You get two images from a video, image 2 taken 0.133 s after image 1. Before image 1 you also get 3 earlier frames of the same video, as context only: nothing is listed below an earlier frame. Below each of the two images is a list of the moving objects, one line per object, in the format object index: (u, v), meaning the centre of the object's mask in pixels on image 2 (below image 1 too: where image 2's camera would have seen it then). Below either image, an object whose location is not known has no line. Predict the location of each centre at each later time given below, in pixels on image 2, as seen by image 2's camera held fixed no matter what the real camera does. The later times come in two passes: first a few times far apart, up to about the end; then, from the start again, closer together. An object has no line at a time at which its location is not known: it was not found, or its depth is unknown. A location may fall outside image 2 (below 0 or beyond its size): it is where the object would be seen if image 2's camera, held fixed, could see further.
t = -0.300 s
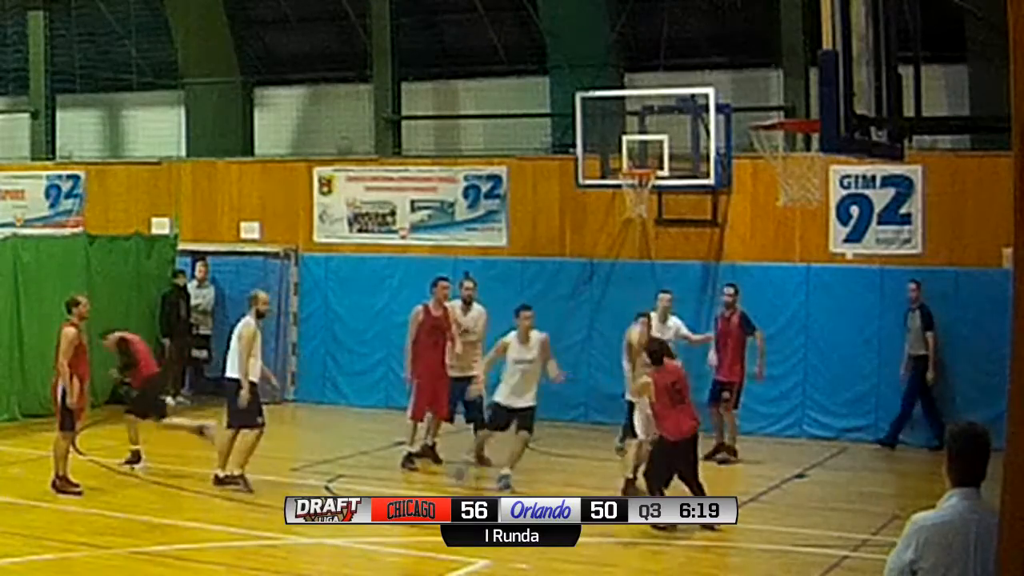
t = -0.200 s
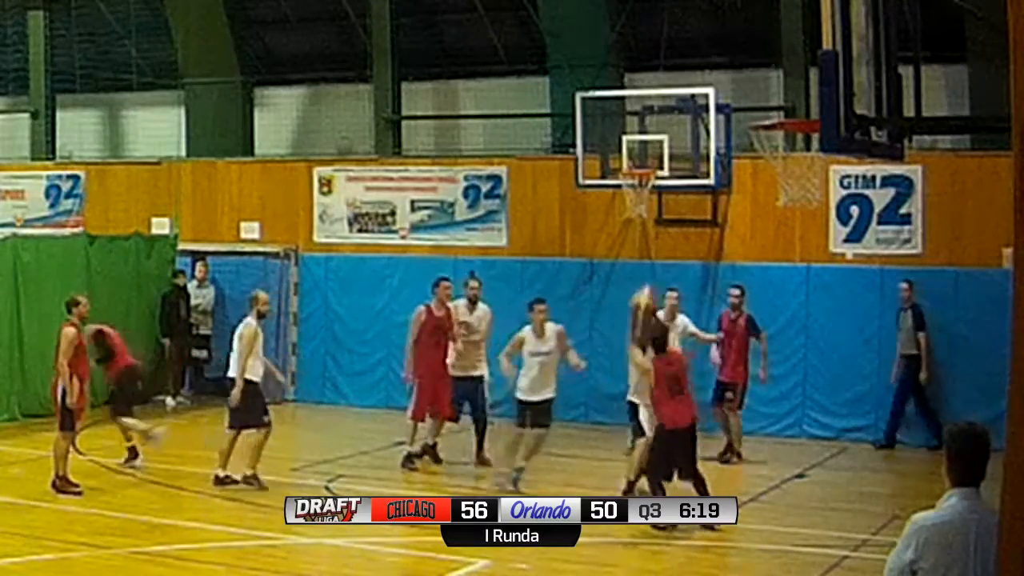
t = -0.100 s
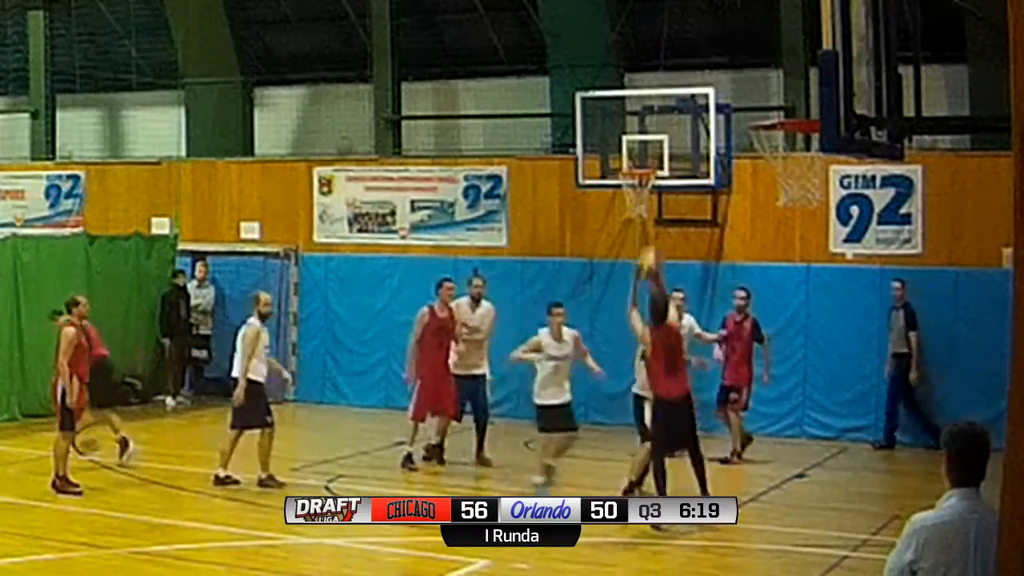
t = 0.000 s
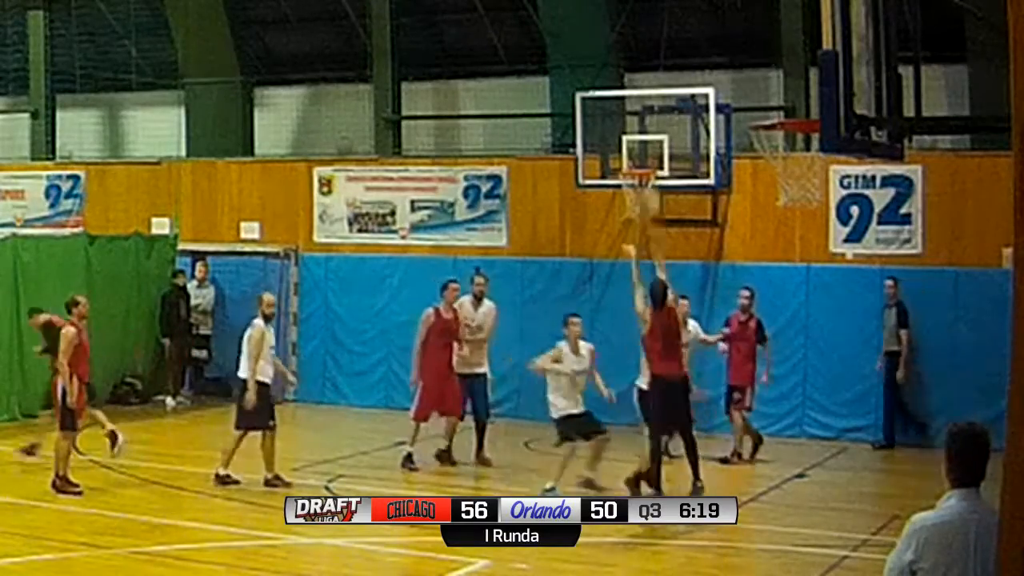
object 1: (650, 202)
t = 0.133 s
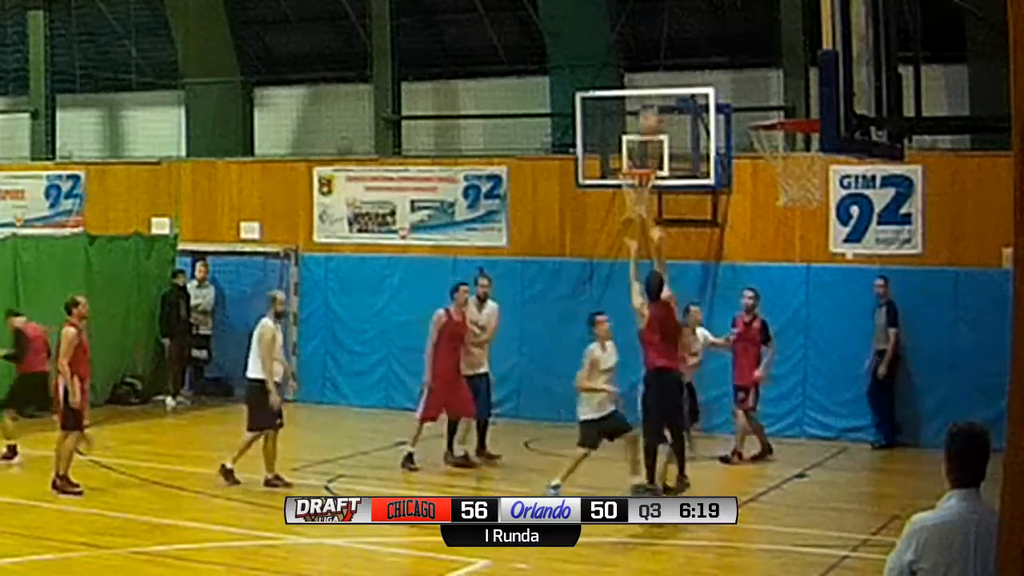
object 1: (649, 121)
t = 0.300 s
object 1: (646, 61)
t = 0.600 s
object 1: (644, 28)
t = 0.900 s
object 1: (644, 77)
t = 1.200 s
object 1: (627, 182)
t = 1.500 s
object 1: (626, 189)
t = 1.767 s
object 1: (629, 260)
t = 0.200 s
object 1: (648, 93)
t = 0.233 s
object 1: (648, 85)
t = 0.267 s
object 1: (646, 66)
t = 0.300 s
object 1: (646, 61)
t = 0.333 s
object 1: (646, 53)
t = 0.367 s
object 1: (646, 46)
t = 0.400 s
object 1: (646, 40)
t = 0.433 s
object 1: (646, 34)
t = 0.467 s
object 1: (646, 32)
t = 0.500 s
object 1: (645, 29)
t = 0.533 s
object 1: (645, 28)
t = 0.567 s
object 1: (645, 28)
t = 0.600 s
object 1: (644, 28)
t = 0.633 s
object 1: (644, 30)
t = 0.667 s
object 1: (644, 33)
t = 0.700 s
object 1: (644, 37)
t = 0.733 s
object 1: (644, 42)
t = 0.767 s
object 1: (644, 48)
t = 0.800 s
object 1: (644, 54)
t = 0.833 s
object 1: (644, 60)
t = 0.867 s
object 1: (644, 68)
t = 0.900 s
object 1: (644, 77)
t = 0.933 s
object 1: (644, 87)
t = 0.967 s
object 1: (645, 102)
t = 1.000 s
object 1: (644, 114)
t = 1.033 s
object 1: (644, 125)
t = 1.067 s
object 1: (641, 141)
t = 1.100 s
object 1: (643, 154)
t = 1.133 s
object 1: (643, 166)
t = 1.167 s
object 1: (634, 176)
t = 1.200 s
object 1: (627, 182)
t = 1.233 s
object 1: (621, 189)
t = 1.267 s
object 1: (621, 190)
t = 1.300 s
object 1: (620, 187)
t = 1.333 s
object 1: (620, 186)
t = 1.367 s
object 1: (620, 185)
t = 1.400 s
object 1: (620, 185)
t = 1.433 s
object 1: (622, 185)
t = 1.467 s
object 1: (624, 190)
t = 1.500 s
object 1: (626, 189)
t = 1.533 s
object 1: (628, 191)
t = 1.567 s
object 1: (626, 210)
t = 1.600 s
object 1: (625, 207)
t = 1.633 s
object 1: (627, 222)
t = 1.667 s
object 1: (627, 224)
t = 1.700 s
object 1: (628, 236)
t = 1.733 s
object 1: (628, 246)
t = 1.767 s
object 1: (629, 260)
